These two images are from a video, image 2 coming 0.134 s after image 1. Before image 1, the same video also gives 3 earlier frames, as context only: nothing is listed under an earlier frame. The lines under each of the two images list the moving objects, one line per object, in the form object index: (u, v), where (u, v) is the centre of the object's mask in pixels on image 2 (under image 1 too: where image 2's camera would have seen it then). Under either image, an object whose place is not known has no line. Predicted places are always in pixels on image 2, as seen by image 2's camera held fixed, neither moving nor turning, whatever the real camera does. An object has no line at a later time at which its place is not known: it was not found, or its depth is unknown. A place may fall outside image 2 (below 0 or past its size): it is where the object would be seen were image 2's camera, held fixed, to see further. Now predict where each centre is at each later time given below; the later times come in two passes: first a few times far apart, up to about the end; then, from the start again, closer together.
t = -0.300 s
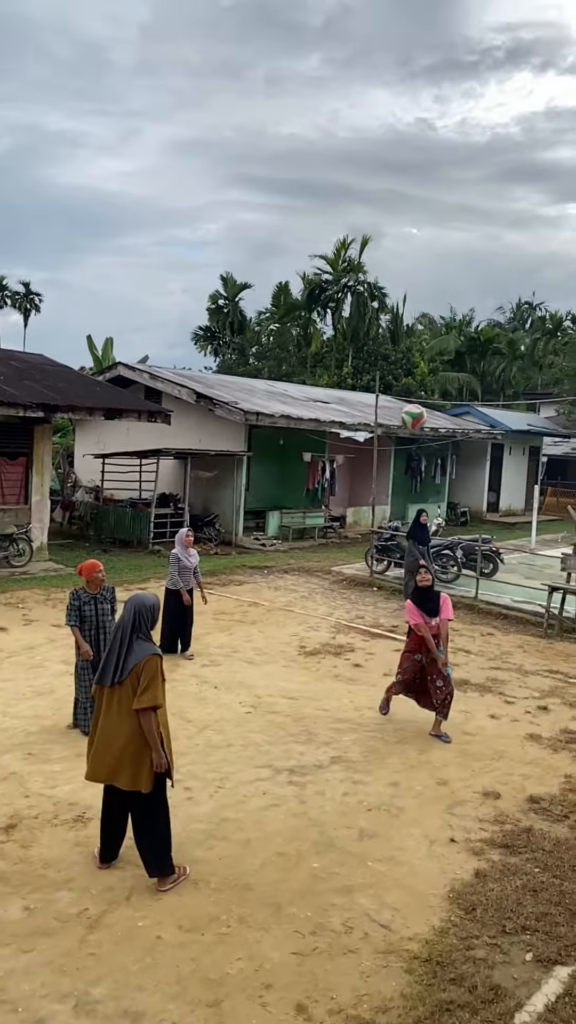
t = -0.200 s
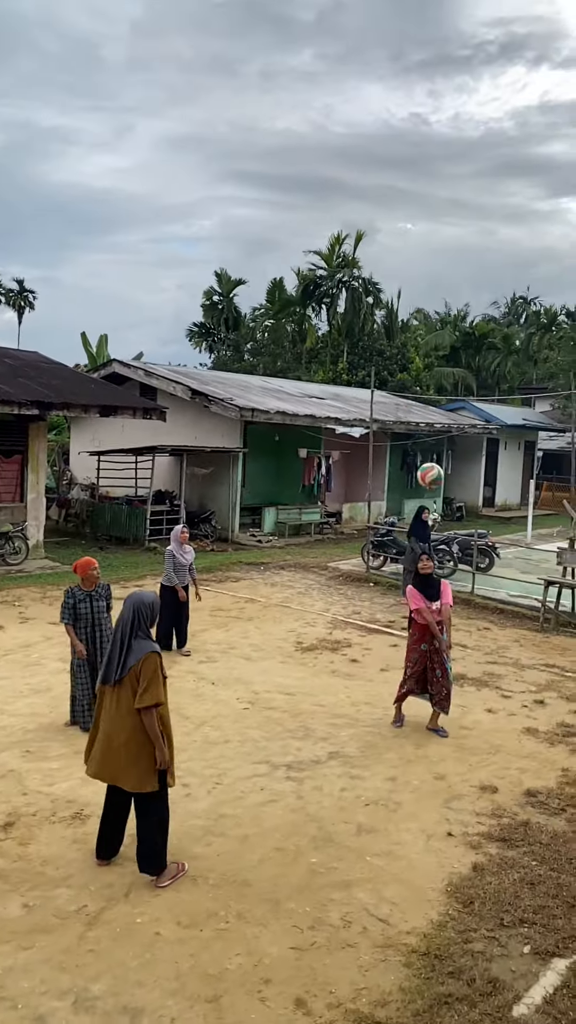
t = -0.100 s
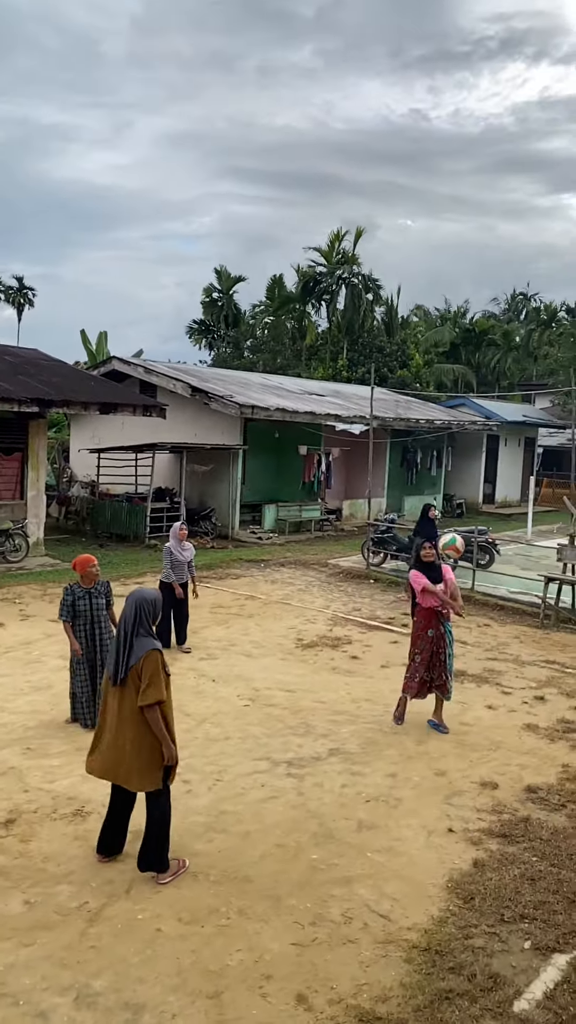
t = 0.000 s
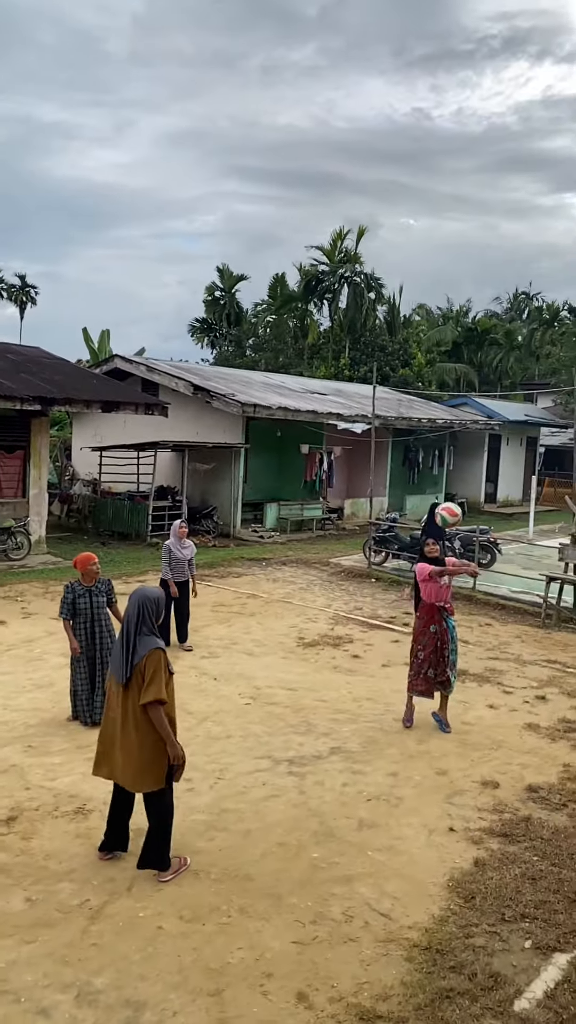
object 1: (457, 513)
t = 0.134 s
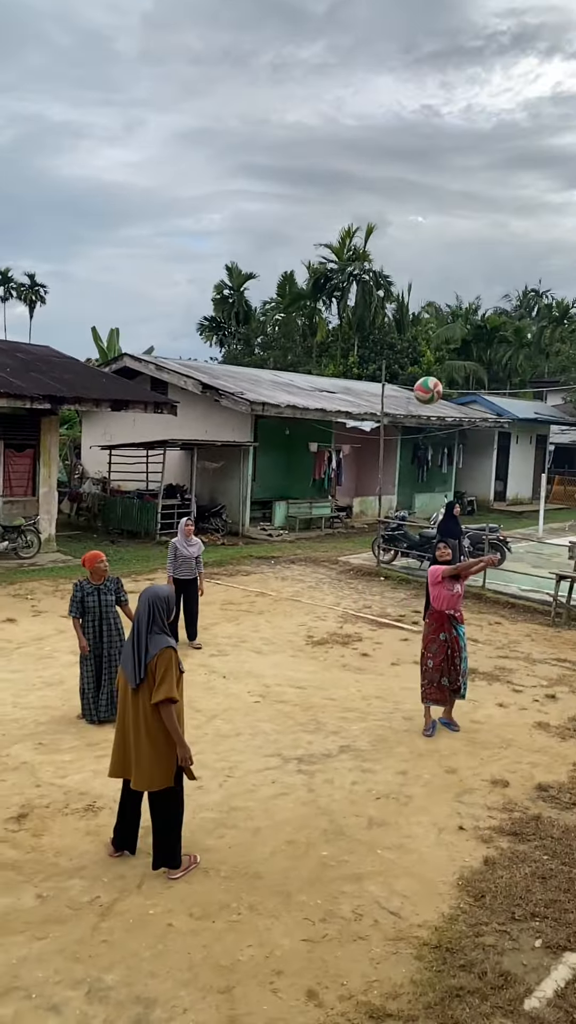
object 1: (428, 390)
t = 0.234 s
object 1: (404, 306)
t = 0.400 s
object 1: (356, 187)
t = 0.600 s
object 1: (285, 84)
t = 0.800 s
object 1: (205, 35)
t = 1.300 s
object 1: (-29, 239)
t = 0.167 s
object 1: (420, 362)
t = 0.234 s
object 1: (404, 306)
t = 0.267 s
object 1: (394, 281)
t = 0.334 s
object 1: (376, 231)
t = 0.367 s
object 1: (366, 209)
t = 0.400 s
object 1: (356, 187)
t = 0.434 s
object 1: (345, 167)
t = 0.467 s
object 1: (334, 148)
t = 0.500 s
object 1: (322, 130)
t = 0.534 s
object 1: (311, 114)
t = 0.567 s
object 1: (298, 98)
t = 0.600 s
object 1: (285, 84)
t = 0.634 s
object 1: (272, 72)
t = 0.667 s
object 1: (260, 61)
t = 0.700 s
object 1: (247, 52)
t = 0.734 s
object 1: (233, 45)
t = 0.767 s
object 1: (219, 39)
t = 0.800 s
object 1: (205, 35)
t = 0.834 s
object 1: (191, 33)
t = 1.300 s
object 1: (-29, 239)
